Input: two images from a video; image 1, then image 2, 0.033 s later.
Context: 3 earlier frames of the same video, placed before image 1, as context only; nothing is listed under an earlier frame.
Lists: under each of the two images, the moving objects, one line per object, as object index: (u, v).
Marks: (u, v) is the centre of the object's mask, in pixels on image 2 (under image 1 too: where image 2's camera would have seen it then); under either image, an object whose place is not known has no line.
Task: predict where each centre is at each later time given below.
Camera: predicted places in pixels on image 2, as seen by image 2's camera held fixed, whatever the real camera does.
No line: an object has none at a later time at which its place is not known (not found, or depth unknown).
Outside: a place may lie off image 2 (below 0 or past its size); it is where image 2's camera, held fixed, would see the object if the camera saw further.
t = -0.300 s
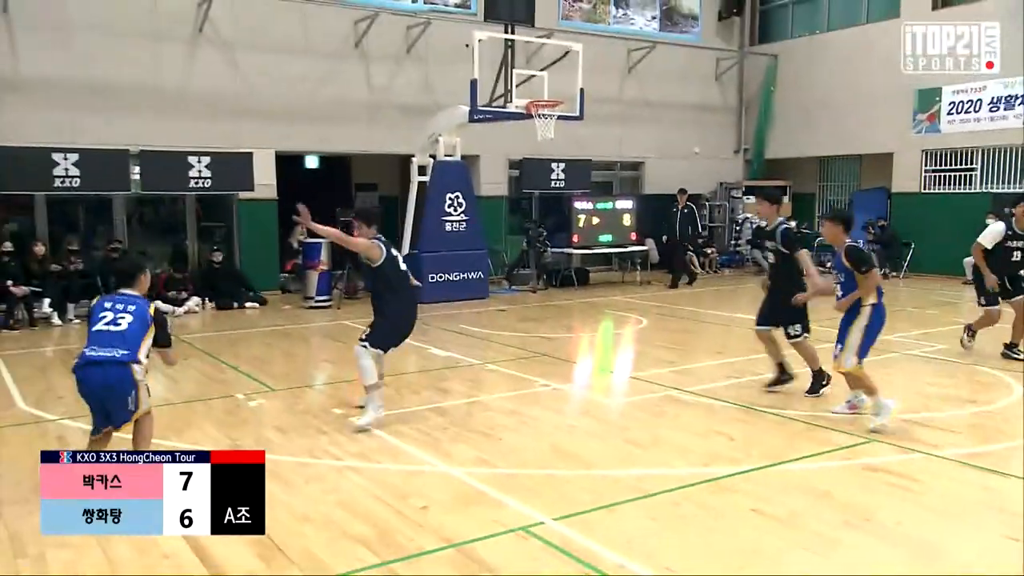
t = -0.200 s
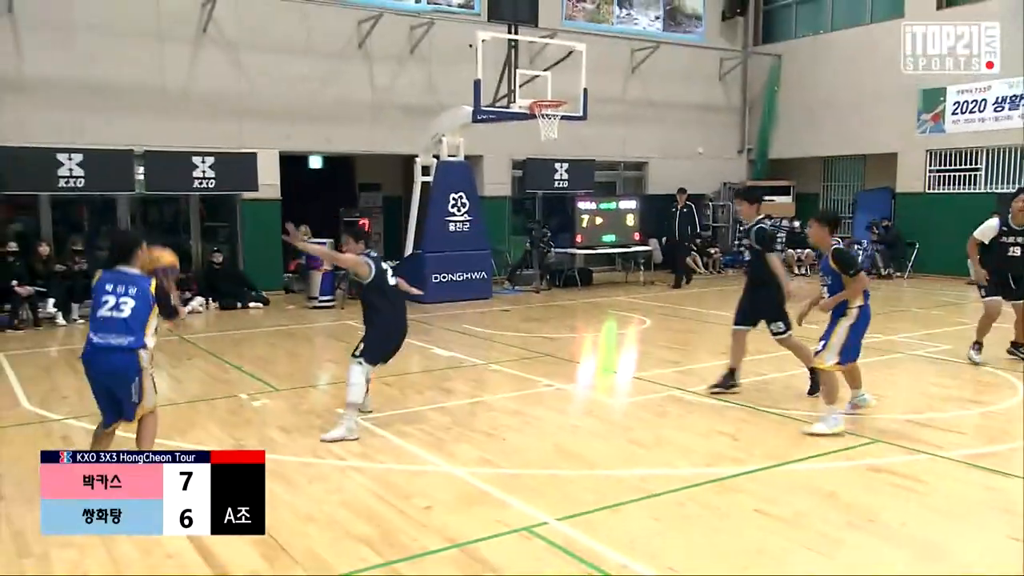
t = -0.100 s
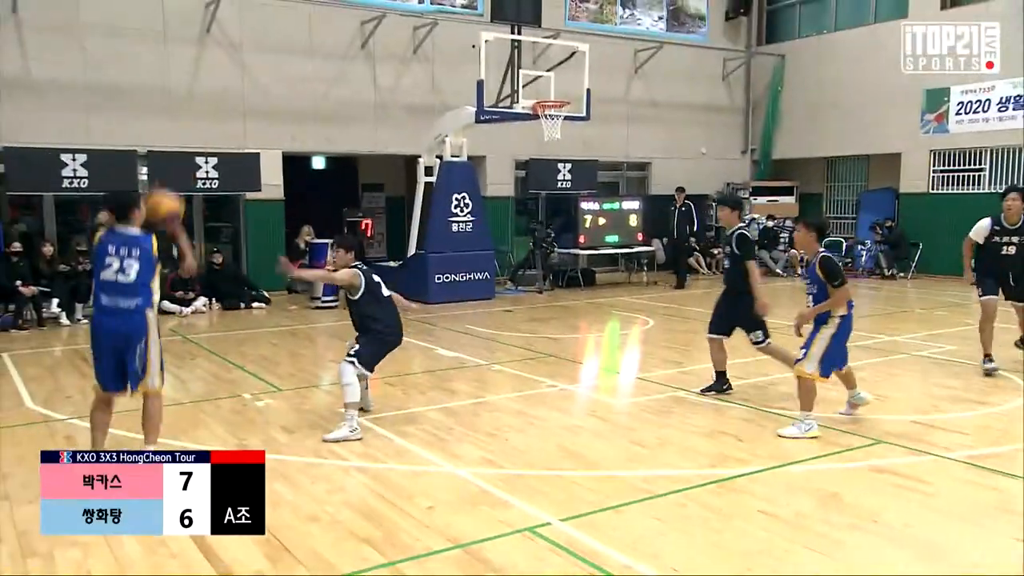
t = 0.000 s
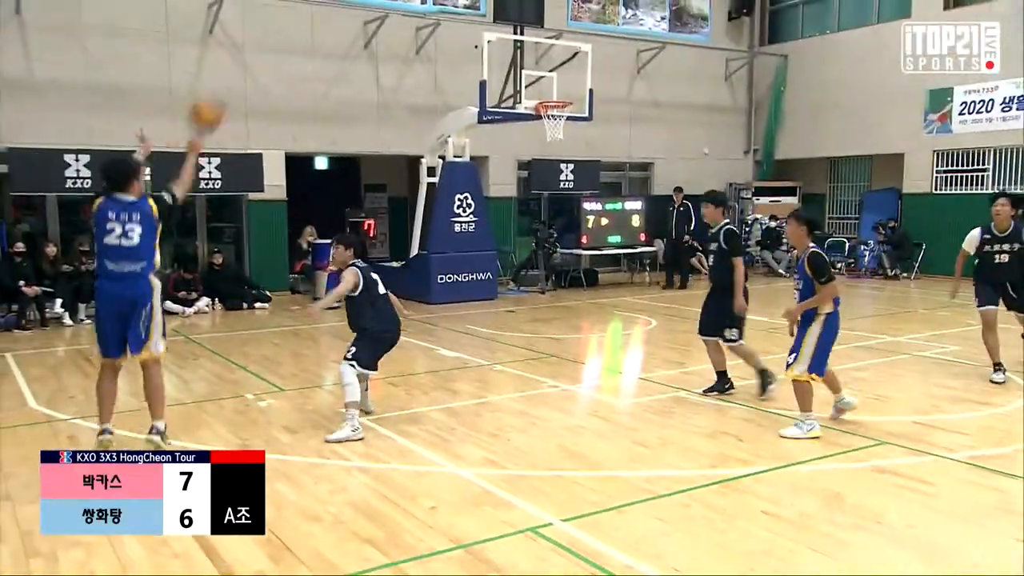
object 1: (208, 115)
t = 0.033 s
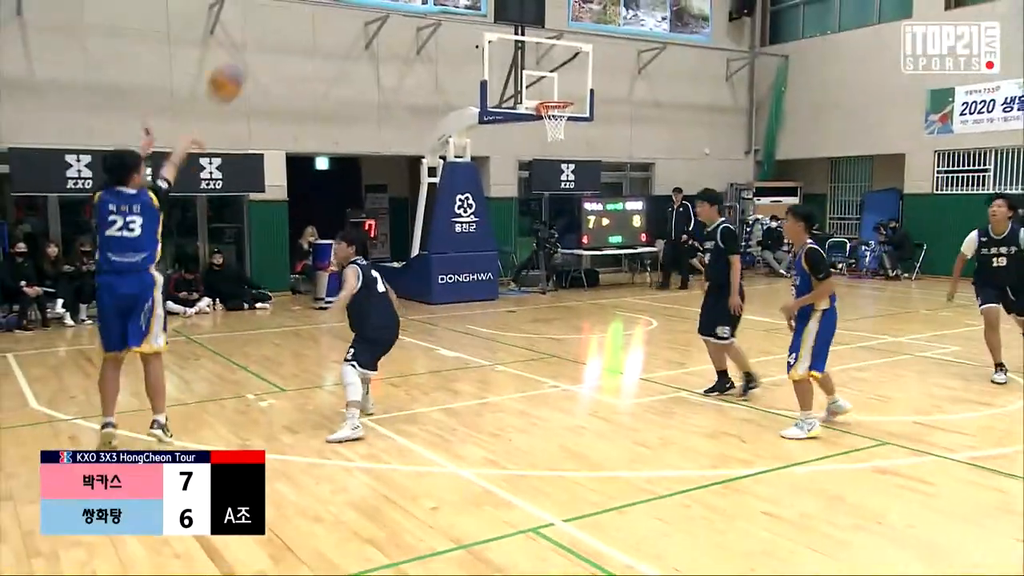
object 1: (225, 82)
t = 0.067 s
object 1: (243, 55)
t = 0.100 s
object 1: (261, 31)
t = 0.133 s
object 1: (276, 11)
